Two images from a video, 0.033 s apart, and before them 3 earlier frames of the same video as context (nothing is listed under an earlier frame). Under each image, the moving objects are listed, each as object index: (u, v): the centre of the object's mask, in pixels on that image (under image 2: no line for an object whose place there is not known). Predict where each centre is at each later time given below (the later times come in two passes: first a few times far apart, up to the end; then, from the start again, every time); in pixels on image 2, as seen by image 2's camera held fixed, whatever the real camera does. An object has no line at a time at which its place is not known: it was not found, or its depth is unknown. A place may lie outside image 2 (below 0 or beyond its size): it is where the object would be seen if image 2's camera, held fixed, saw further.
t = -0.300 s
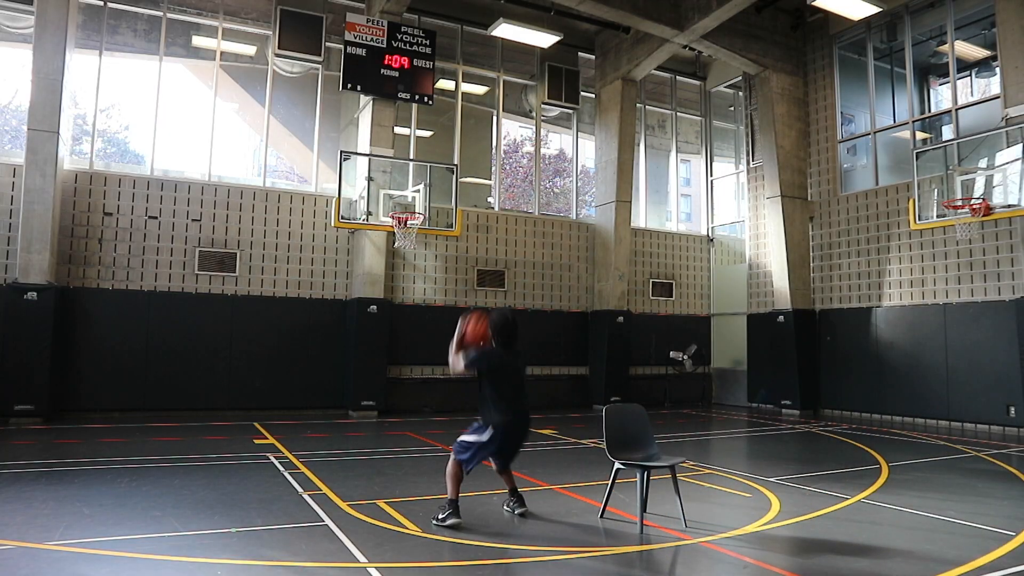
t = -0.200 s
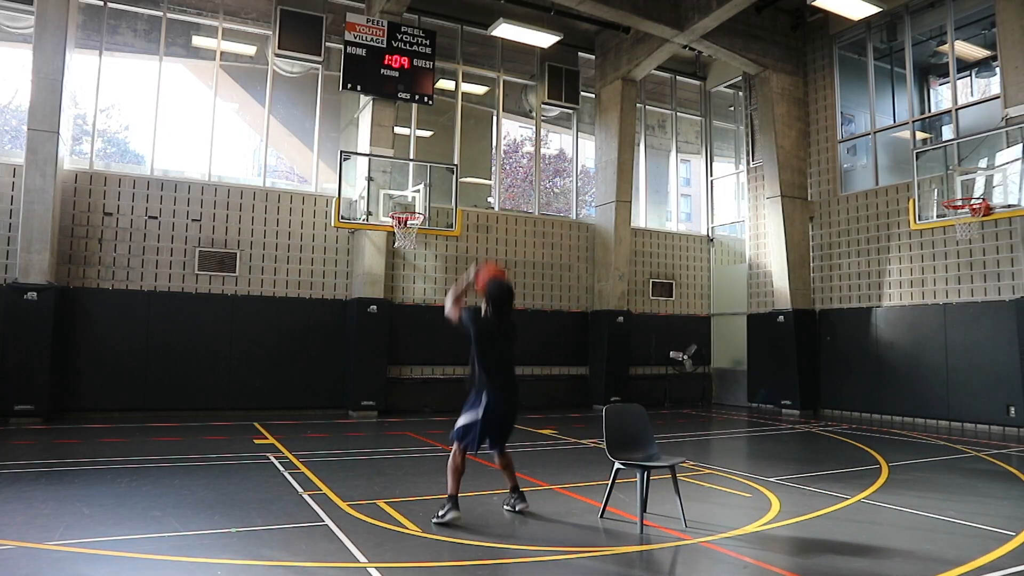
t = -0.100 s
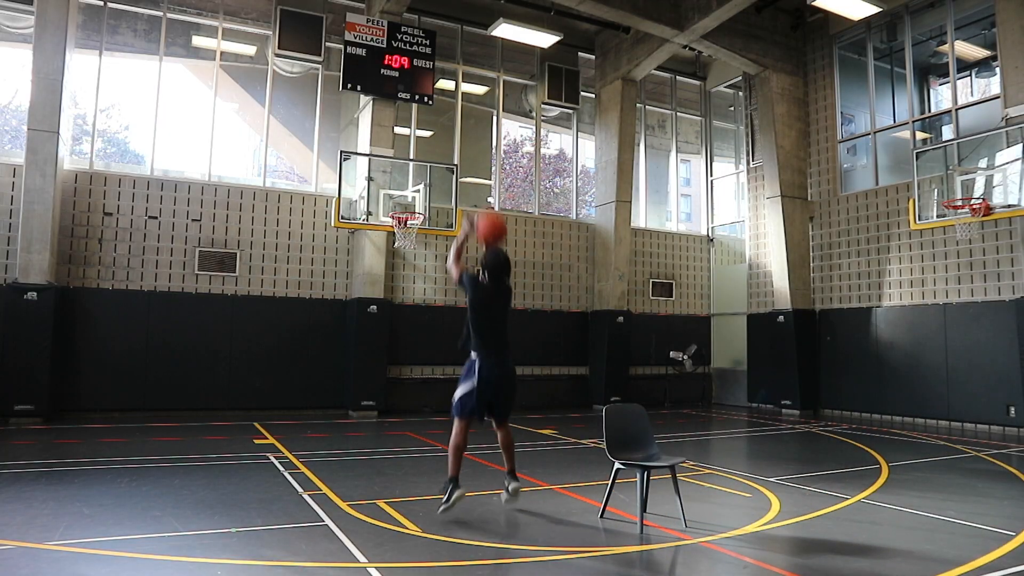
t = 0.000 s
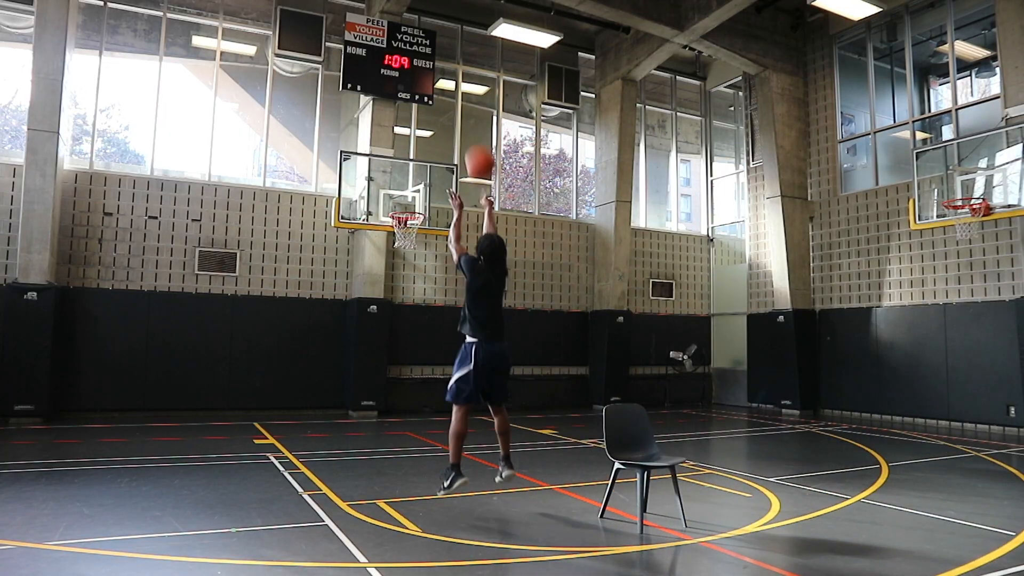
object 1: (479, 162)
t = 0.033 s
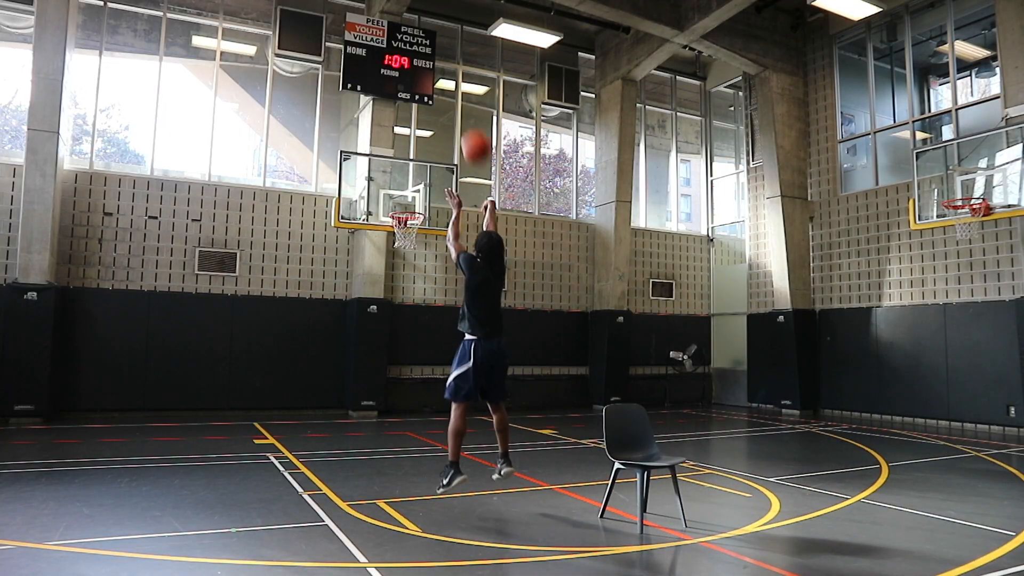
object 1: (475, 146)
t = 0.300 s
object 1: (447, 76)
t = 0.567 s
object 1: (427, 84)
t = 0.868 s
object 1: (407, 150)
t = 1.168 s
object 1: (421, 226)
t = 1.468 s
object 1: (411, 262)
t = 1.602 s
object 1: (406, 299)
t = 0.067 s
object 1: (472, 131)
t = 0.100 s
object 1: (468, 118)
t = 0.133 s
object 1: (464, 107)
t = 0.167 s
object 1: (460, 99)
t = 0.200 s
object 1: (457, 91)
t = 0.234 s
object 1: (454, 84)
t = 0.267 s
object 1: (451, 80)
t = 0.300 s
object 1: (447, 76)
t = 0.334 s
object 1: (445, 73)
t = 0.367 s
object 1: (442, 72)
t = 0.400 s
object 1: (440, 72)
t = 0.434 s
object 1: (437, 73)
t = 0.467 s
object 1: (434, 75)
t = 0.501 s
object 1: (432, 77)
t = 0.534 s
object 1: (429, 80)
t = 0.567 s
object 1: (427, 84)
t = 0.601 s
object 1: (425, 88)
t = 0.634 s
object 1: (423, 93)
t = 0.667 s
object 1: (420, 100)
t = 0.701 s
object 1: (418, 107)
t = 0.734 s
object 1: (416, 114)
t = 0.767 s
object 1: (414, 121)
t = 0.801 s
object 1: (412, 130)
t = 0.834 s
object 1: (410, 141)
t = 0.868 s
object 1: (407, 150)
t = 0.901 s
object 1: (405, 159)
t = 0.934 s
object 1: (404, 170)
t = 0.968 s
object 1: (402, 181)
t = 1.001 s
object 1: (400, 192)
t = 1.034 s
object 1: (399, 204)
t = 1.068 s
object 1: (398, 209)
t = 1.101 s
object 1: (404, 222)
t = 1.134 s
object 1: (417, 223)
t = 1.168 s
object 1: (421, 226)
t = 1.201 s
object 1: (421, 228)
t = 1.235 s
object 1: (421, 230)
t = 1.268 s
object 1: (419, 234)
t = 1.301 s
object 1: (418, 237)
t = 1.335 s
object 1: (417, 239)
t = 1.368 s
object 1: (416, 244)
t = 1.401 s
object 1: (415, 249)
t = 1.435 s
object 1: (413, 255)
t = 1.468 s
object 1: (411, 262)
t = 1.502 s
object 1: (410, 270)
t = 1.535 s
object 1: (409, 279)
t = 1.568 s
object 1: (407, 288)
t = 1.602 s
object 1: (406, 299)
